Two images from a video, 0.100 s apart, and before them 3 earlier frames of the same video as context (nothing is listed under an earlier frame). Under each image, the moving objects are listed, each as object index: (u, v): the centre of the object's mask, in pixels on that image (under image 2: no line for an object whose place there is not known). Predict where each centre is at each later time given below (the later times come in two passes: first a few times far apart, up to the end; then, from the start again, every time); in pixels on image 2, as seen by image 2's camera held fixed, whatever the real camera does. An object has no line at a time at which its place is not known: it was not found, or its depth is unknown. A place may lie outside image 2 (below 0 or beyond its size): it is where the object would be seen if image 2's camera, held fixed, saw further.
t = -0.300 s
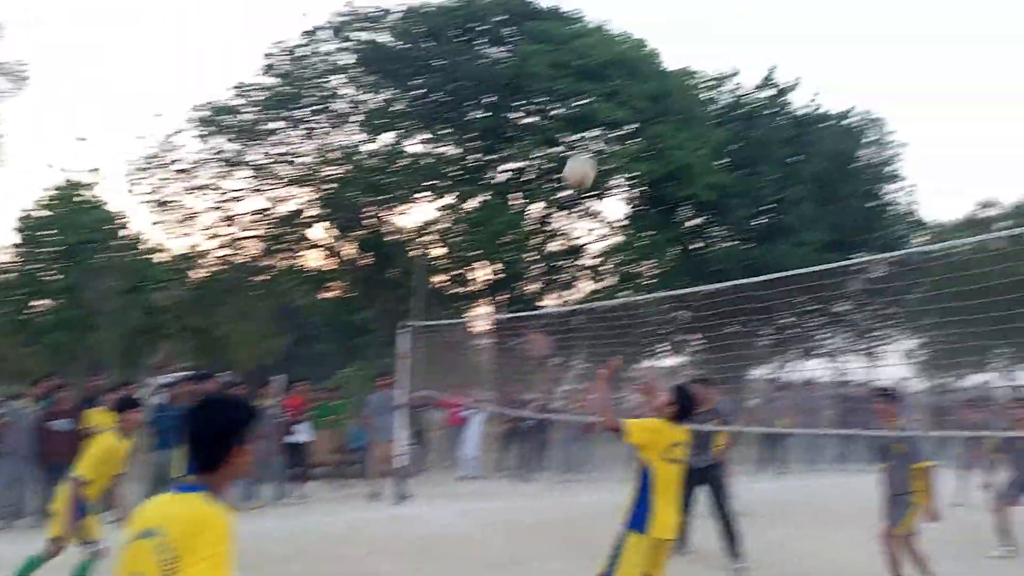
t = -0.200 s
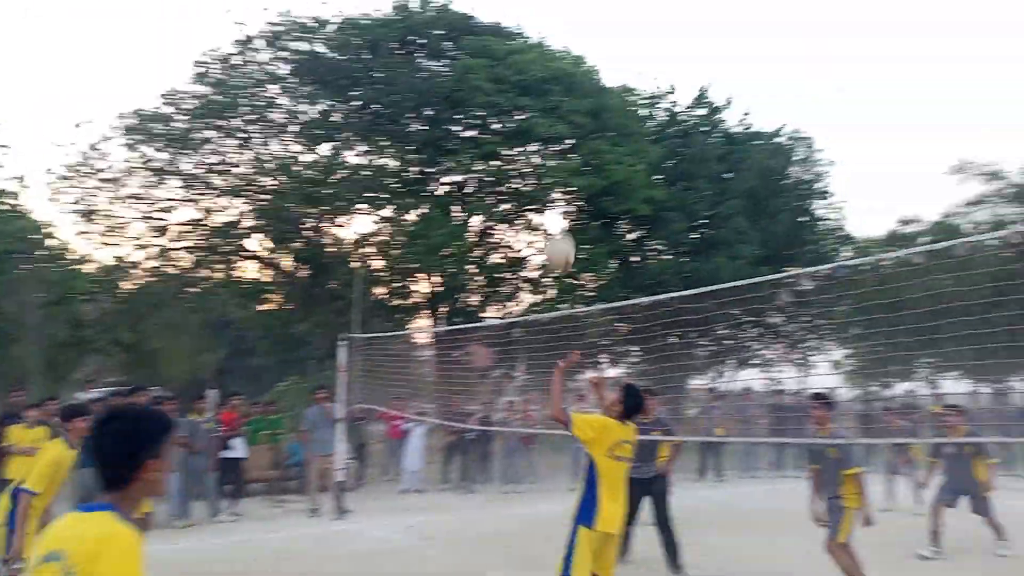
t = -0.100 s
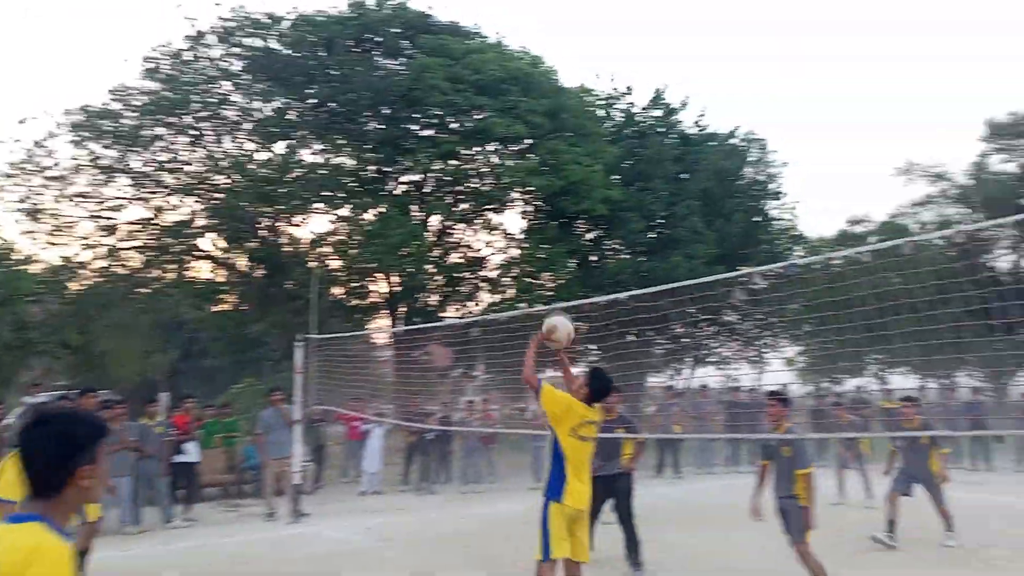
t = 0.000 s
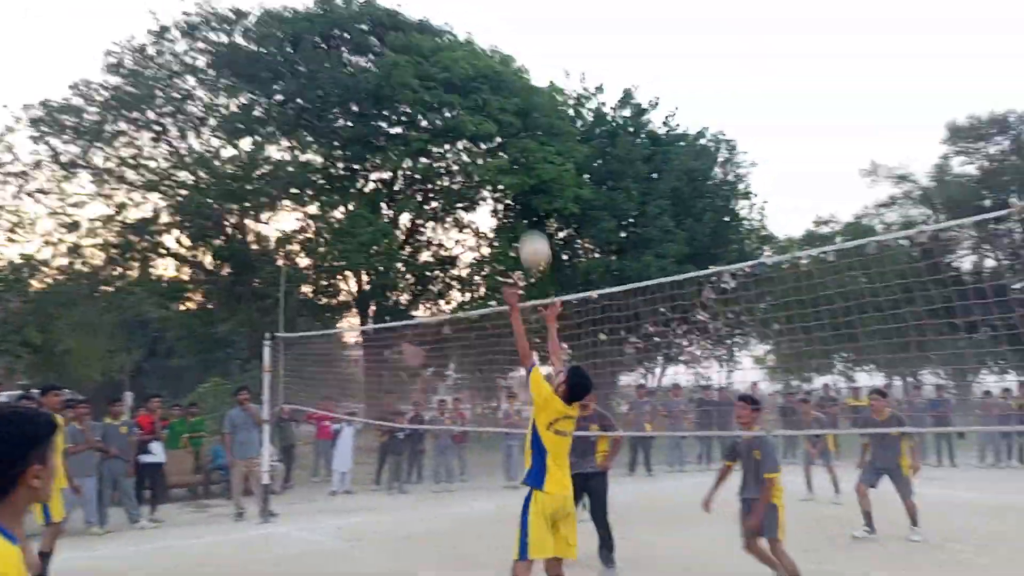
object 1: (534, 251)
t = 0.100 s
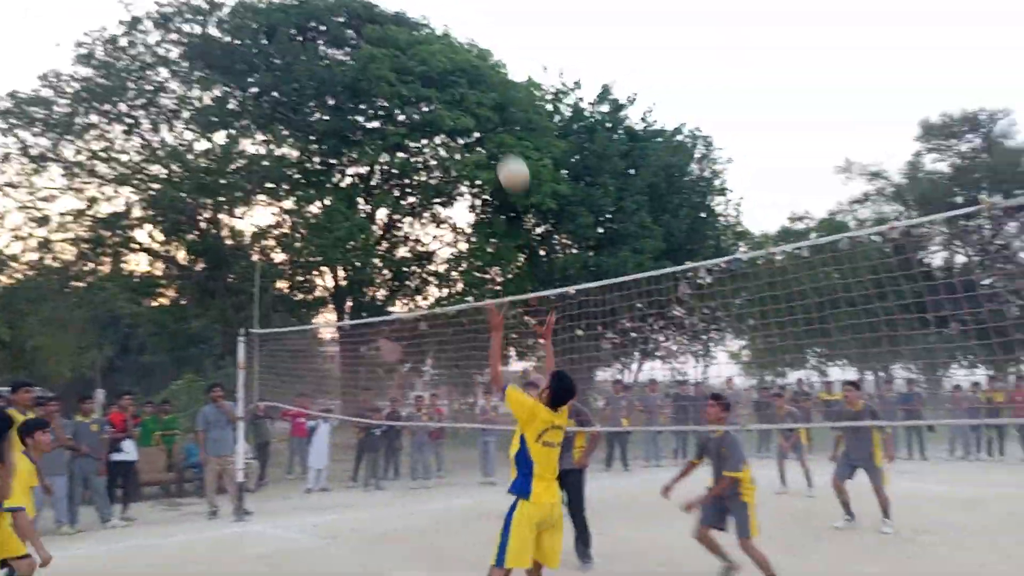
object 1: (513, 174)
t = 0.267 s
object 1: (515, 92)
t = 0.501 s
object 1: (517, 44)
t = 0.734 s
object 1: (521, 68)
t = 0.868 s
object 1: (525, 122)
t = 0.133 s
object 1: (513, 154)
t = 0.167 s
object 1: (513, 135)
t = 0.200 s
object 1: (514, 118)
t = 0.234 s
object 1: (515, 104)
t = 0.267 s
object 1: (515, 92)
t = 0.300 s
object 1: (515, 81)
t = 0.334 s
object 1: (514, 70)
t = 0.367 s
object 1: (515, 61)
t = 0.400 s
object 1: (516, 55)
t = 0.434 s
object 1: (515, 50)
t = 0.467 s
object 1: (516, 46)
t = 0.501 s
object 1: (517, 44)
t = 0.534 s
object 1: (517, 43)
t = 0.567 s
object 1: (517, 44)
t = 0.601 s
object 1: (518, 46)
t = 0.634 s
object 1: (519, 49)
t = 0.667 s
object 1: (519, 54)
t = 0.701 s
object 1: (520, 61)
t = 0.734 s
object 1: (521, 68)
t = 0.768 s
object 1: (521, 78)
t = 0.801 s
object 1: (524, 96)
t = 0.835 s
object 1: (524, 109)
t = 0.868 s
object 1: (525, 122)
